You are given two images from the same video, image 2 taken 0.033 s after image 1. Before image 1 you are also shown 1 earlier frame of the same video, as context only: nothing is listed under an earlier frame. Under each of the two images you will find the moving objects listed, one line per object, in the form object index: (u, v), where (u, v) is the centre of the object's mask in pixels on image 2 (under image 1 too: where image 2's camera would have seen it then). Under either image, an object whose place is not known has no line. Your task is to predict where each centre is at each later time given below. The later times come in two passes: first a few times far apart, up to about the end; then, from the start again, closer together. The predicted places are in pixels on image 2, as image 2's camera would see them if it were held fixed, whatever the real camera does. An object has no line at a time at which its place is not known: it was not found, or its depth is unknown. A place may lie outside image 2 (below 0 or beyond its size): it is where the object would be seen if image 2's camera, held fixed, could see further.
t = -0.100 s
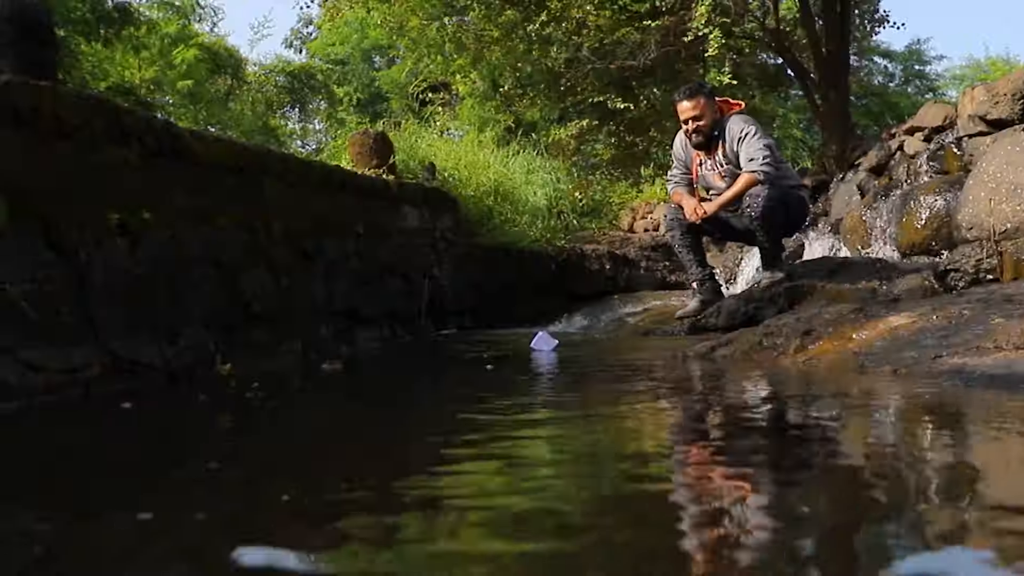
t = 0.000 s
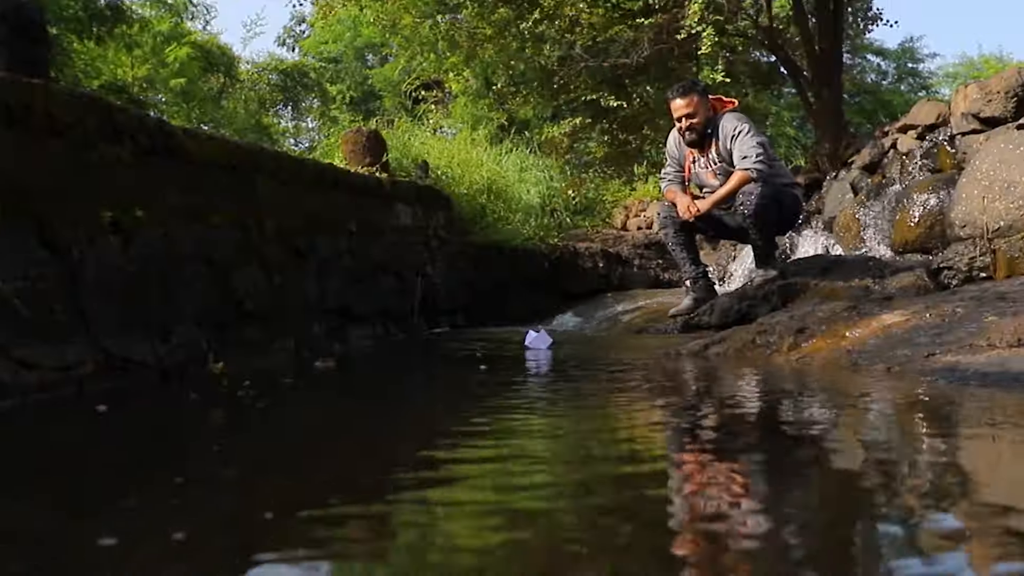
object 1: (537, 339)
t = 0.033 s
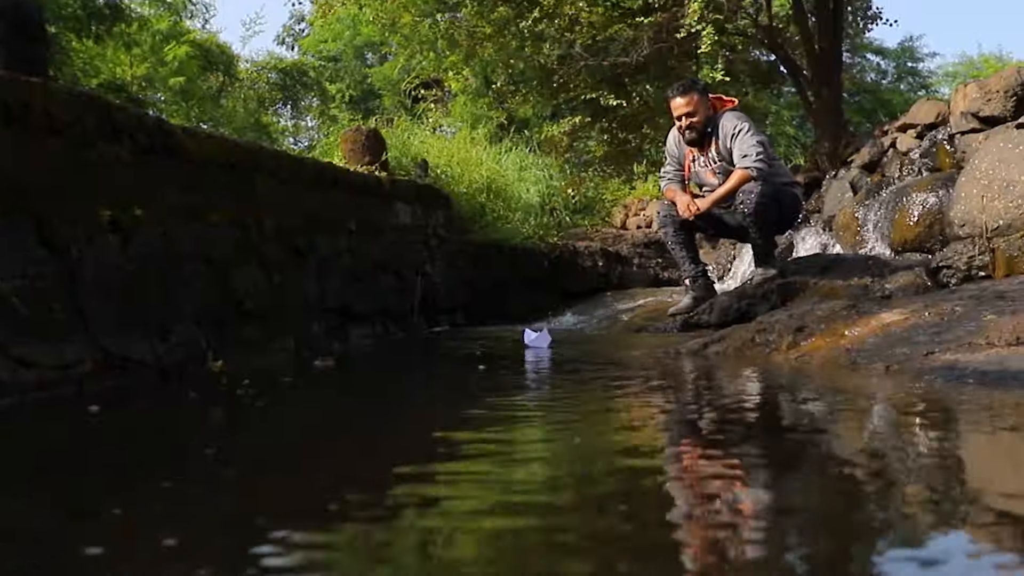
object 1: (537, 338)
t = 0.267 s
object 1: (539, 341)
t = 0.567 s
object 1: (553, 343)
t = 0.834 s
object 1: (568, 344)
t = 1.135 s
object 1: (568, 347)
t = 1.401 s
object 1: (571, 349)
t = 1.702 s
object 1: (581, 350)
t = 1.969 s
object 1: (594, 352)
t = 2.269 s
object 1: (602, 355)
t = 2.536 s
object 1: (598, 359)
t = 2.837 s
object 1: (593, 359)
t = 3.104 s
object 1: (598, 360)
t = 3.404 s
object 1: (606, 361)
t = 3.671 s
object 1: (614, 365)
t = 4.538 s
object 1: (662, 376)
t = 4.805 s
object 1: (680, 379)
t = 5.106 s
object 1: (686, 381)
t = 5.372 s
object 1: (691, 383)
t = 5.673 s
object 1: (697, 385)
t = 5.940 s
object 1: (702, 386)
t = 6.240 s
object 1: (709, 388)
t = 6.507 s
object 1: (713, 390)
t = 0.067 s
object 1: (537, 339)
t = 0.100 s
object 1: (537, 339)
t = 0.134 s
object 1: (537, 340)
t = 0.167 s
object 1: (538, 340)
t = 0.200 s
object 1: (538, 341)
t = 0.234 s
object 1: (539, 341)
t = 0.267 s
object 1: (539, 341)
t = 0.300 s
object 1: (540, 341)
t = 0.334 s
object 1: (540, 341)
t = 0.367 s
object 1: (541, 342)
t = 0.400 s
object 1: (542, 342)
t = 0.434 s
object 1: (543, 342)
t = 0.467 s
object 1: (544, 342)
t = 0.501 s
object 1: (546, 342)
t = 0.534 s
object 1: (550, 343)
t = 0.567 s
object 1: (553, 343)
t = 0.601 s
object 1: (556, 343)
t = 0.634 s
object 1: (559, 343)
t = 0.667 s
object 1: (562, 343)
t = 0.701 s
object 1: (564, 343)
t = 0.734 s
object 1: (566, 343)
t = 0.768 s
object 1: (567, 344)
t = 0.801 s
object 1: (568, 344)
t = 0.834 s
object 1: (568, 344)
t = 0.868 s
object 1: (568, 344)
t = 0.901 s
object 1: (568, 345)
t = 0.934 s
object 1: (568, 345)
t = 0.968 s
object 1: (568, 346)
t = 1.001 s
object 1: (568, 346)
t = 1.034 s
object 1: (567, 346)
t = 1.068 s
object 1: (567, 346)
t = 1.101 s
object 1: (567, 347)
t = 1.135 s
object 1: (568, 347)
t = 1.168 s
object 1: (568, 348)
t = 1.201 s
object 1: (568, 348)
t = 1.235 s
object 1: (568, 348)
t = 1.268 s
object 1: (568, 348)
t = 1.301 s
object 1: (568, 348)
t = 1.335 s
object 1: (569, 349)
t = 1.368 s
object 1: (570, 349)
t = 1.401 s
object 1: (571, 349)
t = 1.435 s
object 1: (572, 349)
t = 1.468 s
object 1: (574, 349)
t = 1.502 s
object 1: (574, 349)
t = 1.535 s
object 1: (575, 350)
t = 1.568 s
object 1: (576, 349)
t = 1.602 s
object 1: (577, 350)
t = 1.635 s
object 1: (579, 350)
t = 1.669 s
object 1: (580, 350)
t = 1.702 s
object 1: (581, 350)
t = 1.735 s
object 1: (583, 350)
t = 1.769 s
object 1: (585, 351)
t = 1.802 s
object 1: (586, 352)
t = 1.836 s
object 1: (588, 352)
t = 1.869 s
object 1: (590, 352)
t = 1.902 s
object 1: (590, 353)
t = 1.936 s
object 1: (593, 353)
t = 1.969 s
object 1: (594, 352)
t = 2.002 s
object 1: (596, 352)
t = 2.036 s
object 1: (597, 352)
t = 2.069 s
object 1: (599, 353)
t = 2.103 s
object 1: (600, 353)
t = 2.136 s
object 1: (601, 354)
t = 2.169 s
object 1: (602, 354)
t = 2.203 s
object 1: (602, 355)
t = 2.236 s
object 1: (602, 356)
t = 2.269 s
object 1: (602, 355)
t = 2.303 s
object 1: (602, 355)
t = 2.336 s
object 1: (601, 356)
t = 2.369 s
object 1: (600, 357)
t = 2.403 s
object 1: (600, 357)
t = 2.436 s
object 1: (600, 357)
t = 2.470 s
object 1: (600, 358)
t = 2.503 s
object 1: (599, 359)
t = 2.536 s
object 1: (598, 359)
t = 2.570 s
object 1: (598, 359)
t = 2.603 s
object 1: (597, 358)
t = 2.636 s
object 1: (596, 359)
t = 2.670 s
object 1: (595, 359)
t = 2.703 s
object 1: (594, 359)
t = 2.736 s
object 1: (594, 359)
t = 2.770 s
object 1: (593, 360)
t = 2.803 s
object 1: (593, 360)
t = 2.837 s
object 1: (593, 359)
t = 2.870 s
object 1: (593, 359)
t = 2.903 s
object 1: (593, 359)
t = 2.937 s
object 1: (594, 360)
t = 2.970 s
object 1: (595, 361)
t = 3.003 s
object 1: (595, 360)
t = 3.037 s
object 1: (596, 360)
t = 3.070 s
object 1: (597, 360)
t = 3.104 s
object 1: (598, 360)
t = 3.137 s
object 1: (598, 360)
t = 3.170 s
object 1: (599, 360)
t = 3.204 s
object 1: (600, 361)
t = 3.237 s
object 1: (600, 361)
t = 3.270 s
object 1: (601, 361)
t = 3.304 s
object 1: (603, 362)
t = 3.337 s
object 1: (604, 362)
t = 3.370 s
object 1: (605, 361)
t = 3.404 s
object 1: (606, 361)
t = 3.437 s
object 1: (606, 361)
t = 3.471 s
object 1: (607, 361)
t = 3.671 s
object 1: (614, 365)
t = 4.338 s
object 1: (646, 374)
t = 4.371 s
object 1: (648, 374)
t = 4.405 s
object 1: (651, 374)
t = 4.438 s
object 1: (654, 374)
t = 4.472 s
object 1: (656, 375)
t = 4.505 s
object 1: (660, 376)
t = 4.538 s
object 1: (662, 376)
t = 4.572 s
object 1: (665, 376)
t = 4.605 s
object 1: (668, 377)
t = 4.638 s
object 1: (671, 378)
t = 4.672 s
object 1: (674, 378)
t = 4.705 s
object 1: (677, 378)
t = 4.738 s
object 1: (678, 379)
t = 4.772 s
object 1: (679, 379)
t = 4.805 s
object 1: (680, 379)
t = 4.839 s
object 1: (681, 380)
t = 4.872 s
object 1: (681, 380)
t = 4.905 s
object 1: (682, 380)
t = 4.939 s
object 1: (683, 380)
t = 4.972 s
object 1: (683, 381)
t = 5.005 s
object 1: (684, 381)
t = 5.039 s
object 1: (684, 381)
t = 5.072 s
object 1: (685, 381)
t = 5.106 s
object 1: (686, 381)
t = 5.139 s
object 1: (686, 381)
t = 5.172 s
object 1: (687, 382)
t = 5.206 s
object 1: (687, 382)
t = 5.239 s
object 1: (688, 382)
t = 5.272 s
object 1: (689, 382)
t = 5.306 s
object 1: (689, 382)
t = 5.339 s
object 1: (690, 383)
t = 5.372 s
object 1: (691, 383)
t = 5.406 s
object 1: (691, 383)
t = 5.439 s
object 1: (692, 384)
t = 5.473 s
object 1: (693, 384)
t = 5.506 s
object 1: (693, 384)
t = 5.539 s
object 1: (694, 384)
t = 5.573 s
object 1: (695, 384)
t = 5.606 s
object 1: (695, 385)
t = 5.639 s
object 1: (696, 385)
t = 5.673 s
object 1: (697, 385)
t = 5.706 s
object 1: (697, 385)
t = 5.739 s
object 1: (698, 386)
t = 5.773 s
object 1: (699, 386)
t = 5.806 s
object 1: (699, 386)
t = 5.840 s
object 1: (700, 386)
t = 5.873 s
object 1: (701, 386)
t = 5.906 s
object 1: (701, 386)
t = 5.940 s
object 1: (702, 386)
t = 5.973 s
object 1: (703, 386)
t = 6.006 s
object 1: (703, 387)
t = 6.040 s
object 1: (704, 387)
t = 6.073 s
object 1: (705, 387)
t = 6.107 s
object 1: (705, 387)
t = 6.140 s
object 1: (706, 387)
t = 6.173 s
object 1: (707, 388)
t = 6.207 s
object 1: (707, 388)
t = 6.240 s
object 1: (709, 388)
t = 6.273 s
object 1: (709, 388)
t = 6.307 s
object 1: (710, 388)
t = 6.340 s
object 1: (710, 389)
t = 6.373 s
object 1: (711, 389)
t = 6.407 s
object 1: (712, 389)
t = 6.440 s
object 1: (712, 389)
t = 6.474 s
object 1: (713, 390)
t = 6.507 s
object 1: (713, 390)
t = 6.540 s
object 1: (715, 390)
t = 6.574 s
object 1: (716, 391)
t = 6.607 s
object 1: (716, 391)
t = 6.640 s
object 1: (717, 391)
